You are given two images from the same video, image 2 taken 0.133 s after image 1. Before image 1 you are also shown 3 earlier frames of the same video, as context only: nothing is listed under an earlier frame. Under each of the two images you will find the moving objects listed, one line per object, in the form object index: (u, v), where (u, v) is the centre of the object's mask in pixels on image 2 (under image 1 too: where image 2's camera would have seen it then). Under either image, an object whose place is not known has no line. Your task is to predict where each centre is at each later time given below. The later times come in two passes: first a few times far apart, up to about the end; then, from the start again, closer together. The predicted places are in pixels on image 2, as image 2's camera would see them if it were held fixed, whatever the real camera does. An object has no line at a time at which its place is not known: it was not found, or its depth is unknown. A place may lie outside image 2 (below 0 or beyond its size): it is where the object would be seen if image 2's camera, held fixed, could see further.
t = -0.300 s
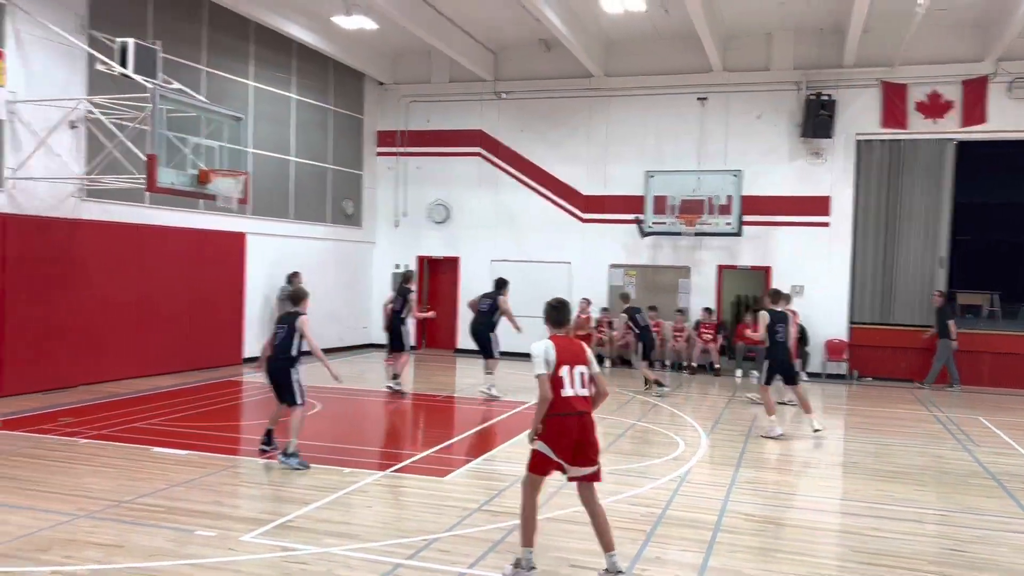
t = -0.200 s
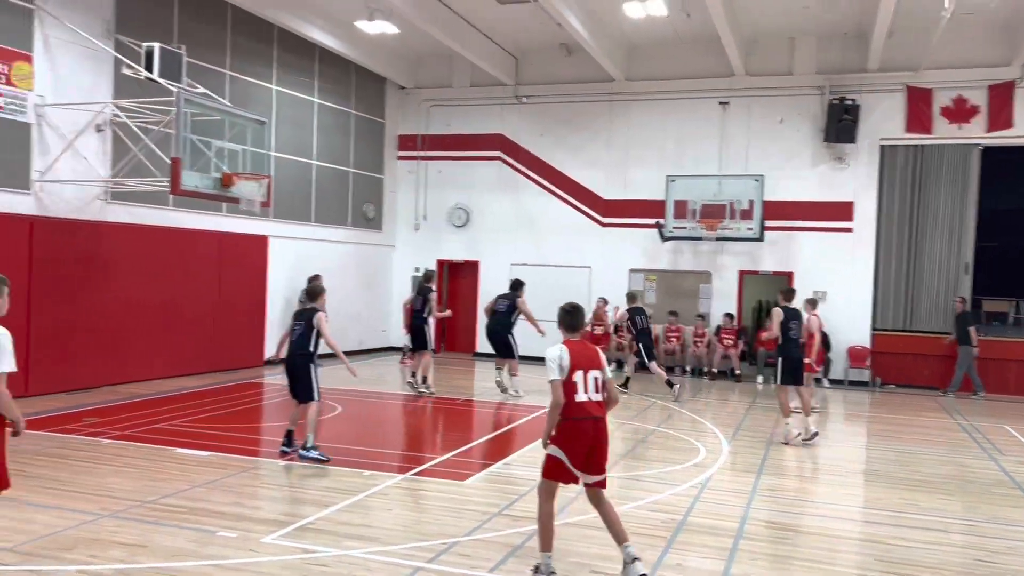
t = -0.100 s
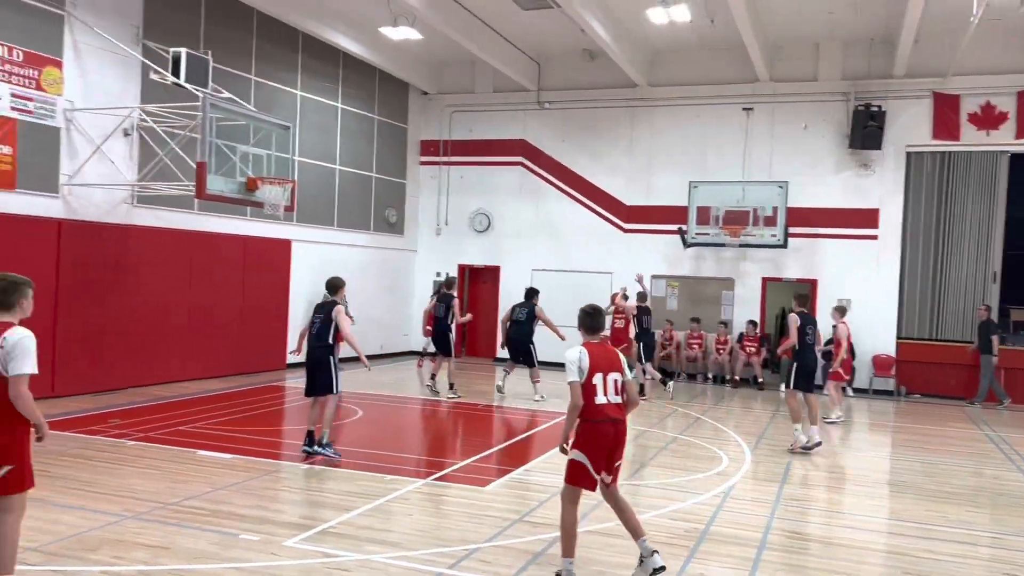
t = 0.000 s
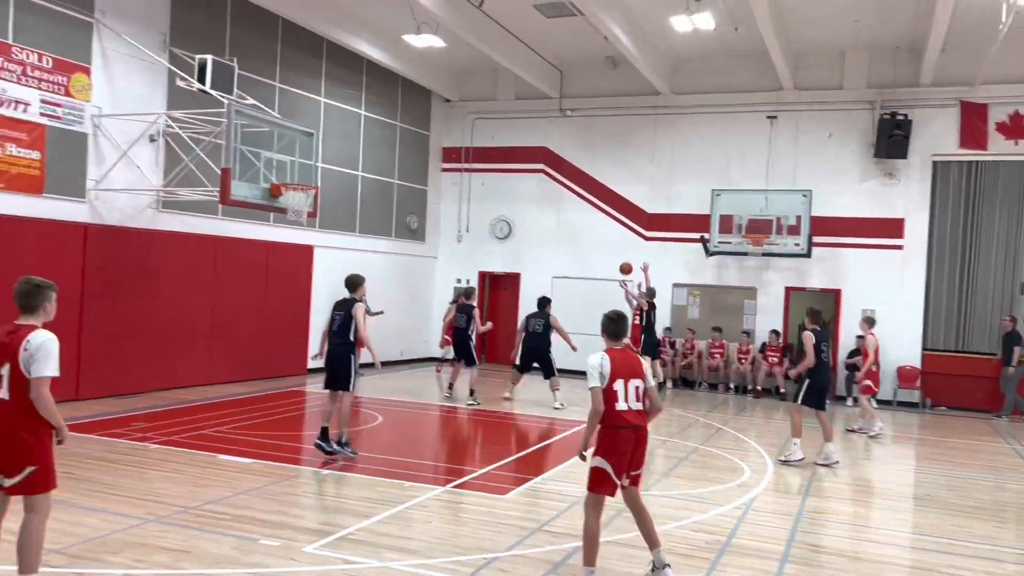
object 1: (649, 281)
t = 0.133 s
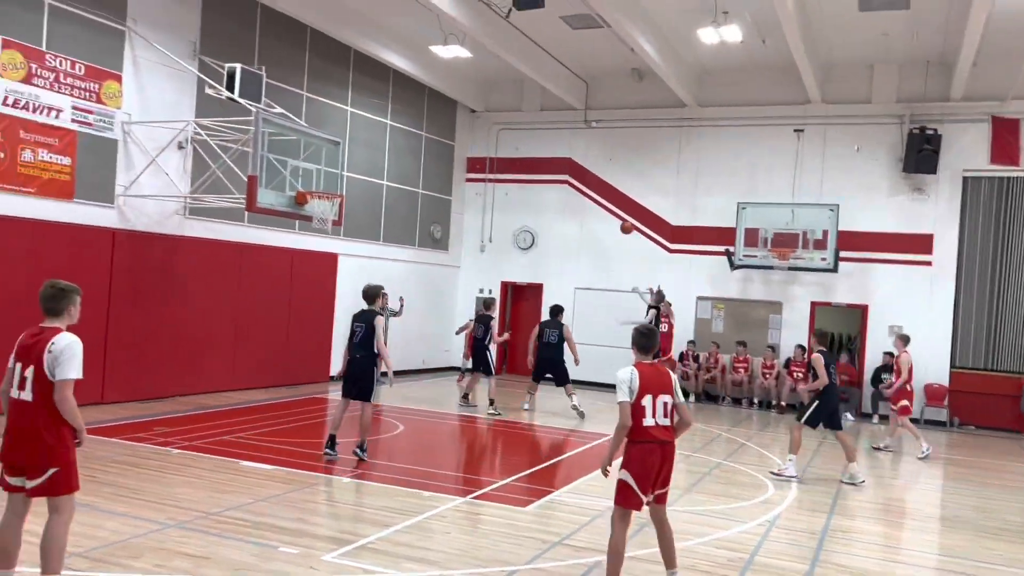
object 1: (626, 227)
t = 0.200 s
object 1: (615, 203)
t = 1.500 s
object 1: (332, 222)
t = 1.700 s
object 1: (335, 223)
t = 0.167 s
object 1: (621, 214)
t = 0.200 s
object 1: (615, 203)
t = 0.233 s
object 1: (609, 191)
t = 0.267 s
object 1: (603, 180)
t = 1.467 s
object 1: (328, 219)
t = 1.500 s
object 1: (332, 222)
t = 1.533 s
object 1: (333, 223)
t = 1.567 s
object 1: (334, 222)
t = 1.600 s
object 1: (335, 222)
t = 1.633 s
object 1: (334, 221)
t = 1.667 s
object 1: (335, 221)
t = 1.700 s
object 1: (335, 223)
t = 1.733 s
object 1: (335, 225)
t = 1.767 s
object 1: (336, 229)
